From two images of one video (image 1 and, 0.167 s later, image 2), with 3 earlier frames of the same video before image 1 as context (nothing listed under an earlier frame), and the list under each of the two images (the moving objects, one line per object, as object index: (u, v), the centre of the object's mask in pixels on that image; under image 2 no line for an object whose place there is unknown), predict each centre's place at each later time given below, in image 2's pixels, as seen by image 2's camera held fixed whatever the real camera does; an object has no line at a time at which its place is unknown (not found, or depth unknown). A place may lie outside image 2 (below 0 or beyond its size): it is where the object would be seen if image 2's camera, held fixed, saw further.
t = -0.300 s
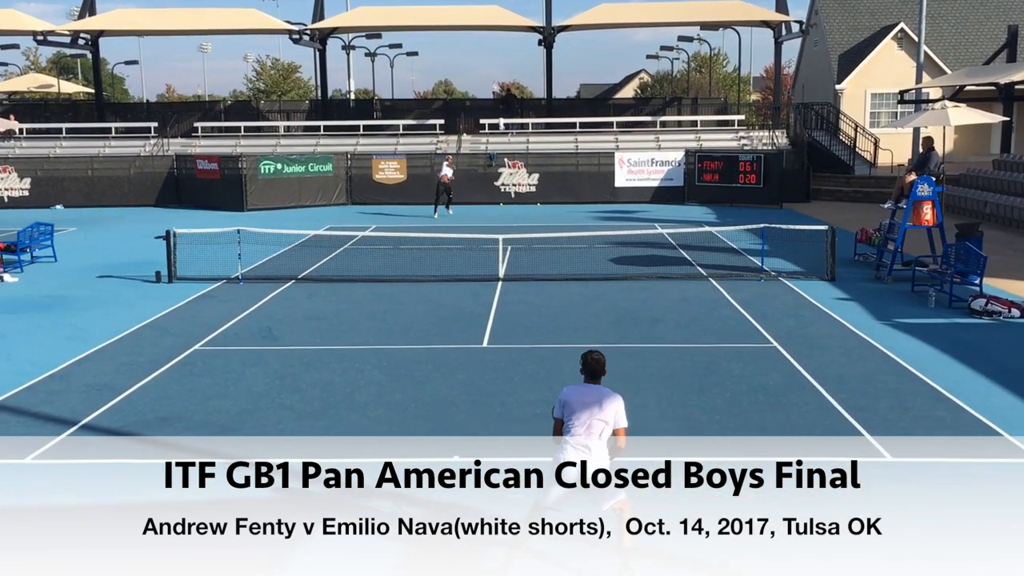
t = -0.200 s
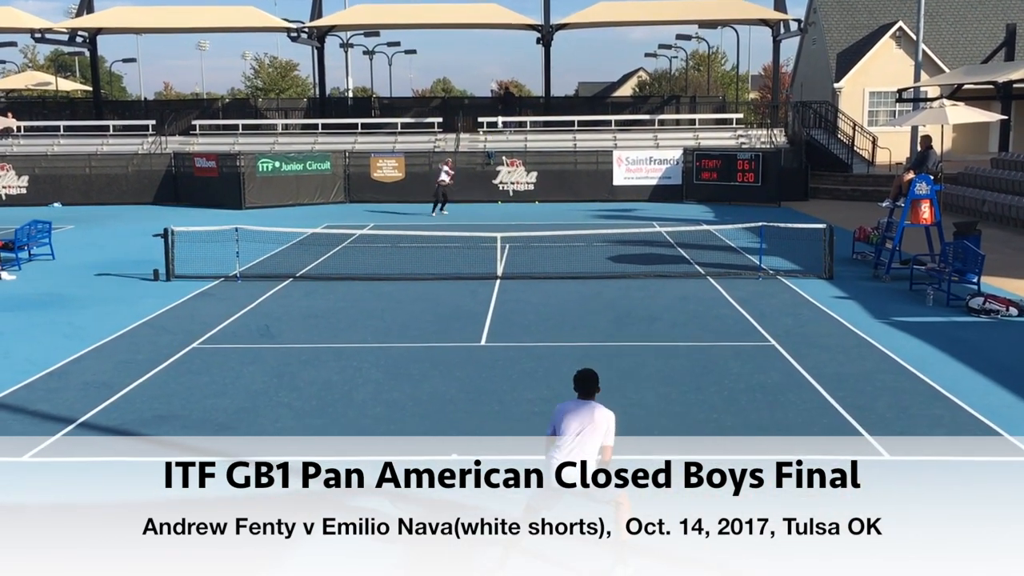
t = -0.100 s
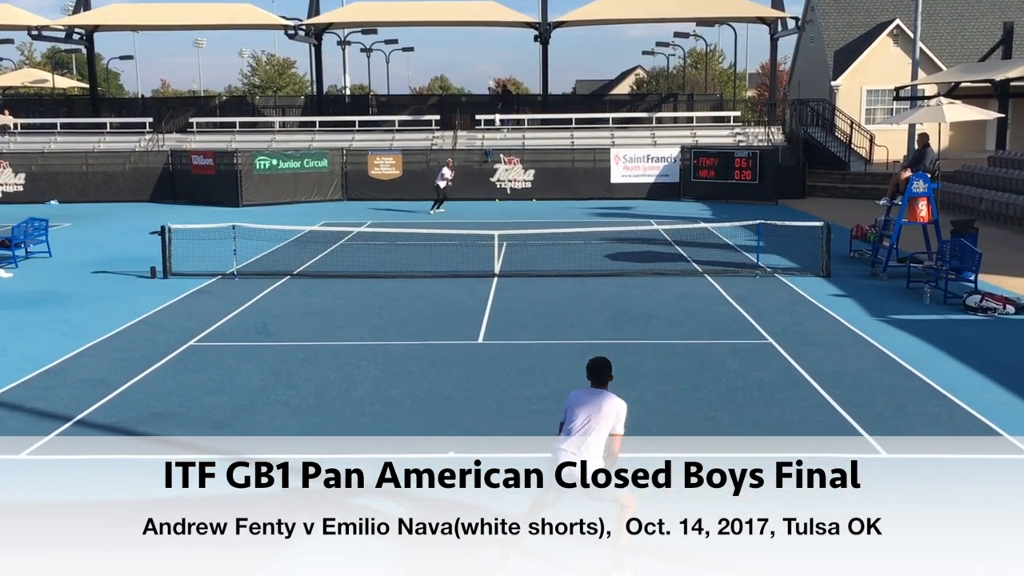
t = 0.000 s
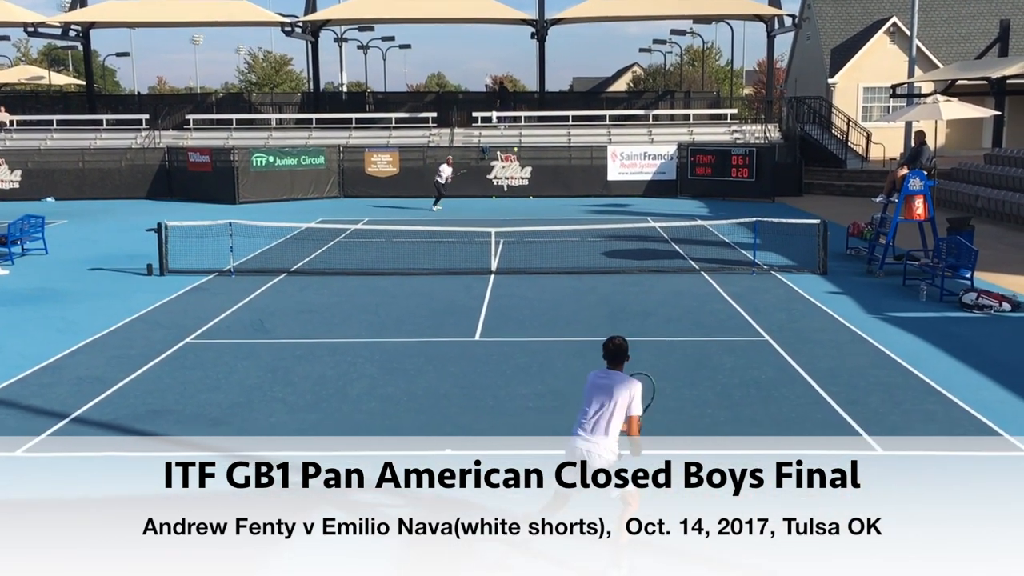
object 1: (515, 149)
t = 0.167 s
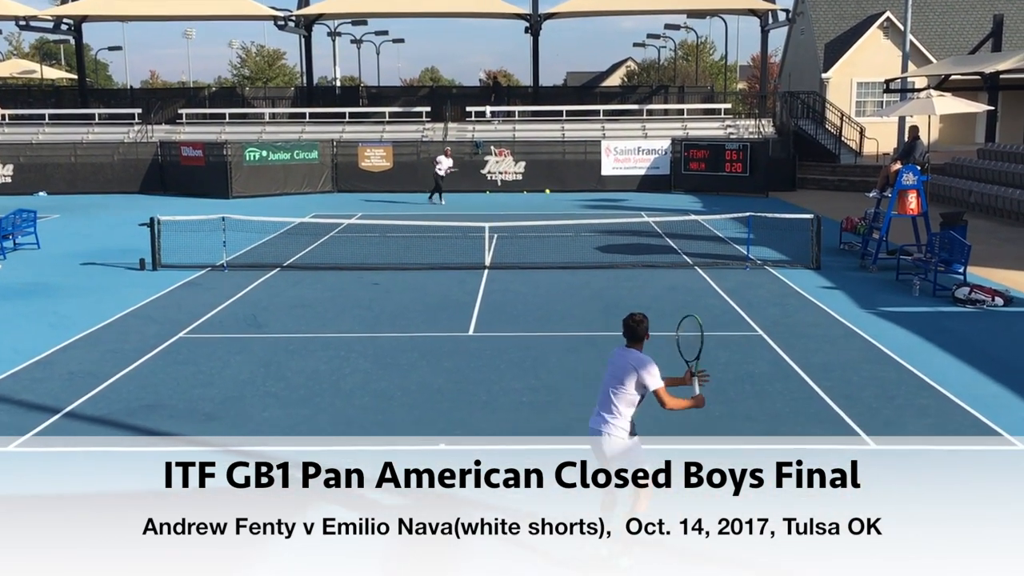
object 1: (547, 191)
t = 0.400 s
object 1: (609, 324)
